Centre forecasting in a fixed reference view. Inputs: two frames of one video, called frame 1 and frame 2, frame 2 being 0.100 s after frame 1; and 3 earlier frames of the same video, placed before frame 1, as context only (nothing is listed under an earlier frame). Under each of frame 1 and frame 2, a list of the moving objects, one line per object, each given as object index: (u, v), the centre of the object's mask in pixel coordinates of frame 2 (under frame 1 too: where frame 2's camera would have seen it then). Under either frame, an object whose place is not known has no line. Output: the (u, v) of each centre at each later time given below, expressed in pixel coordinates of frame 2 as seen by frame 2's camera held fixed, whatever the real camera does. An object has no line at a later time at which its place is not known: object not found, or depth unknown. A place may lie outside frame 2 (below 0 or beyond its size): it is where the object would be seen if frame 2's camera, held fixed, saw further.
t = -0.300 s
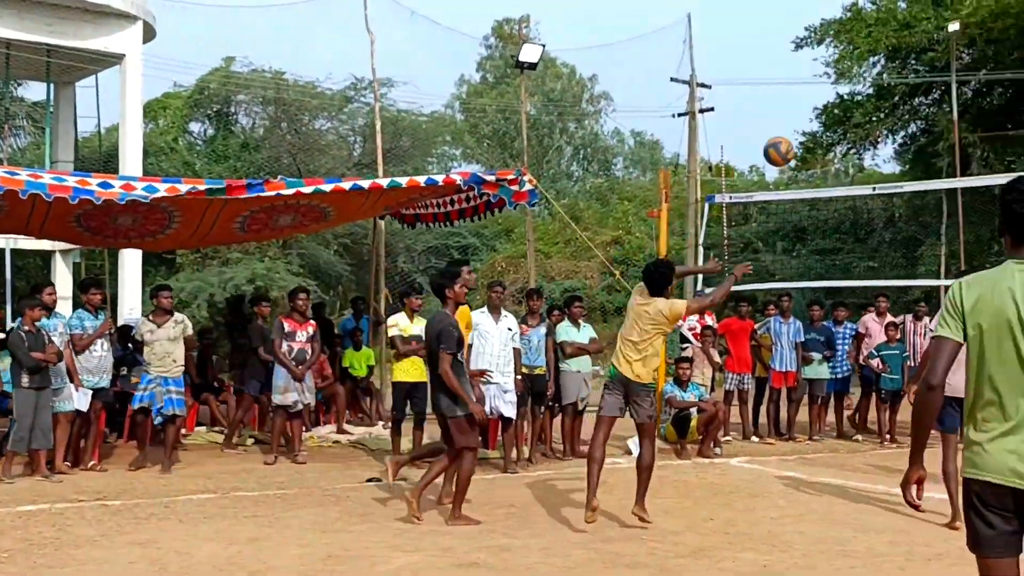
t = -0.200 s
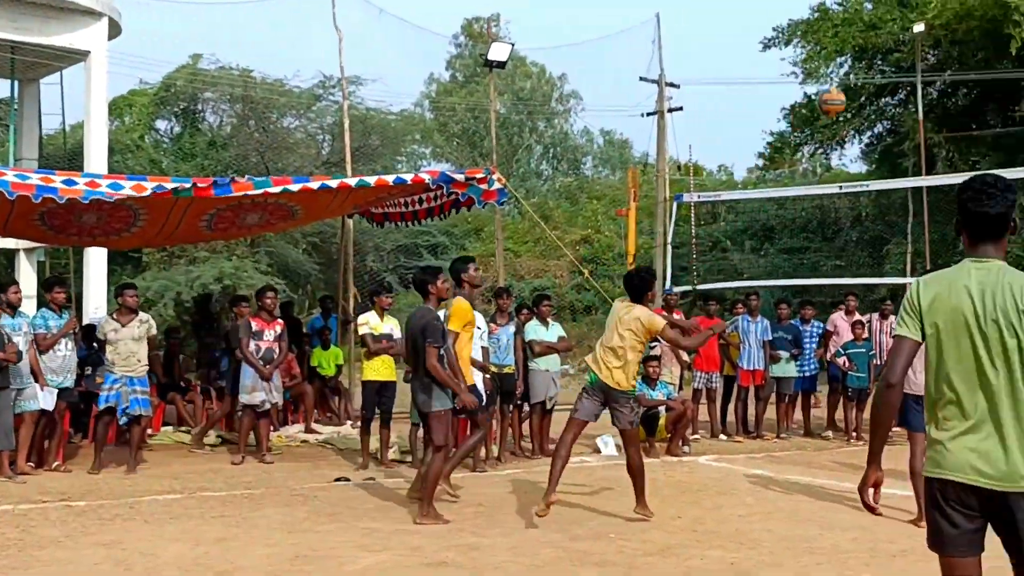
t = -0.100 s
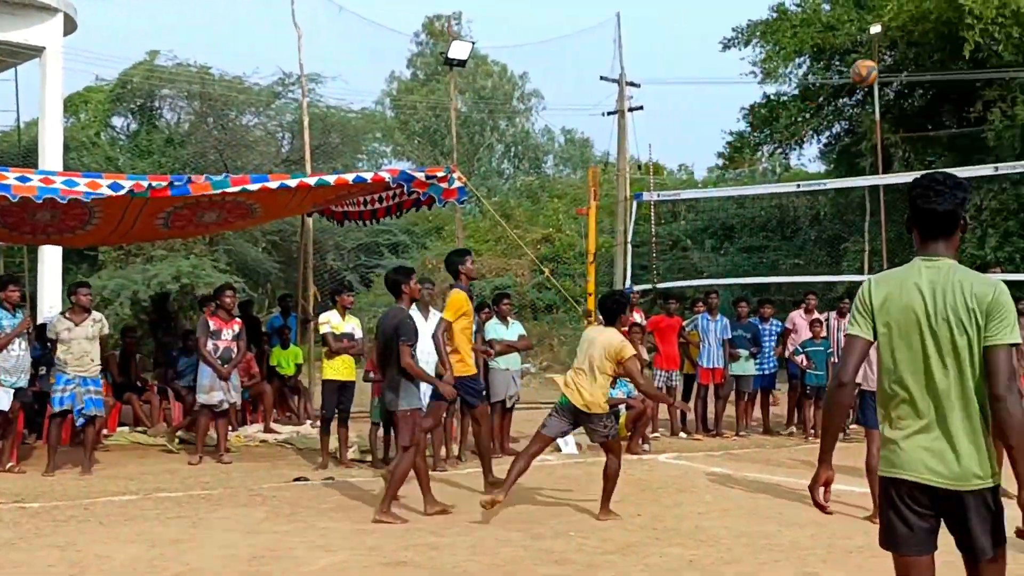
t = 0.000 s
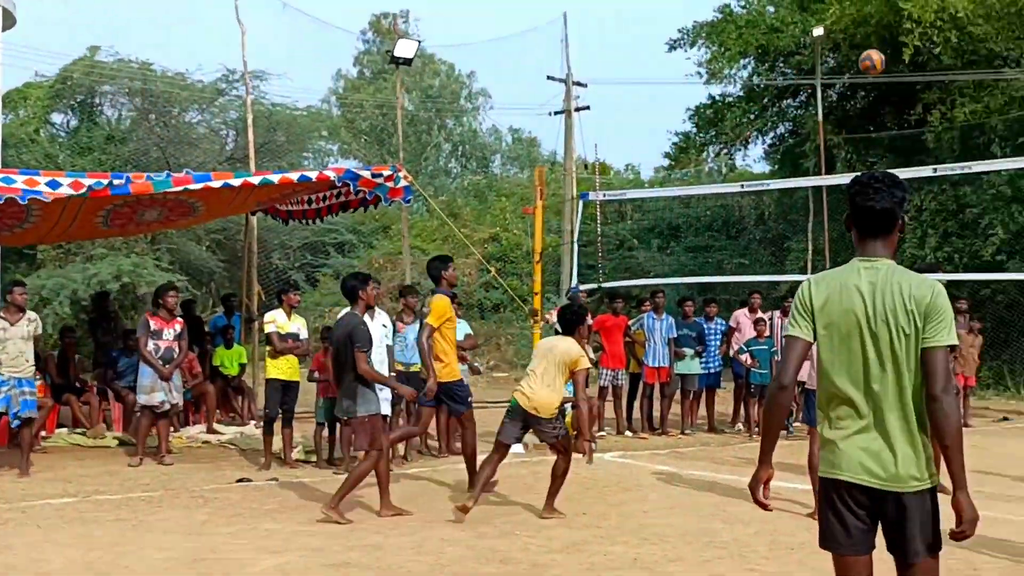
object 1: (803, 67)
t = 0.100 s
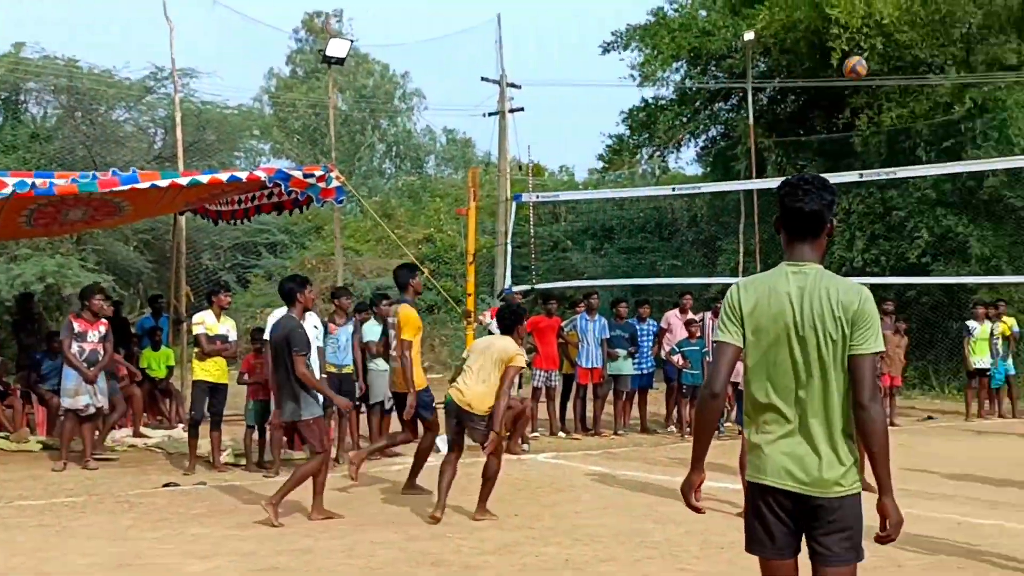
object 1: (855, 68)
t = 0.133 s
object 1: (870, 70)
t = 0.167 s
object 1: (885, 75)
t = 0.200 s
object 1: (899, 80)
